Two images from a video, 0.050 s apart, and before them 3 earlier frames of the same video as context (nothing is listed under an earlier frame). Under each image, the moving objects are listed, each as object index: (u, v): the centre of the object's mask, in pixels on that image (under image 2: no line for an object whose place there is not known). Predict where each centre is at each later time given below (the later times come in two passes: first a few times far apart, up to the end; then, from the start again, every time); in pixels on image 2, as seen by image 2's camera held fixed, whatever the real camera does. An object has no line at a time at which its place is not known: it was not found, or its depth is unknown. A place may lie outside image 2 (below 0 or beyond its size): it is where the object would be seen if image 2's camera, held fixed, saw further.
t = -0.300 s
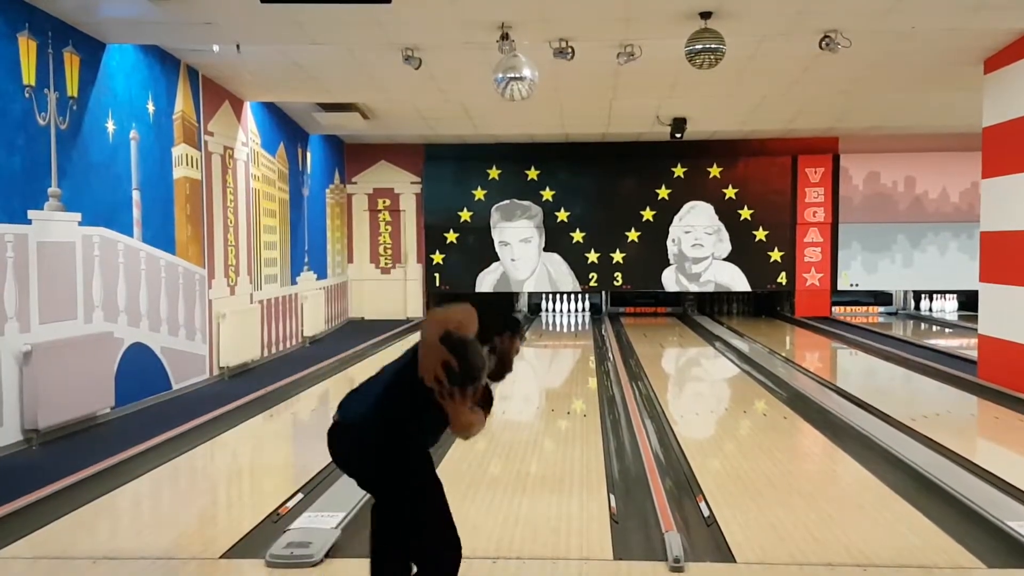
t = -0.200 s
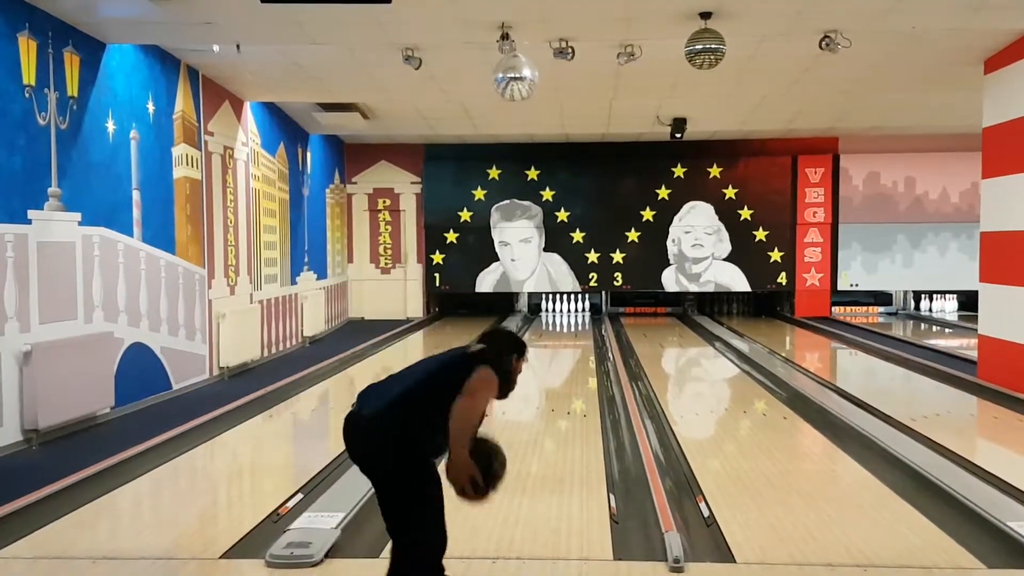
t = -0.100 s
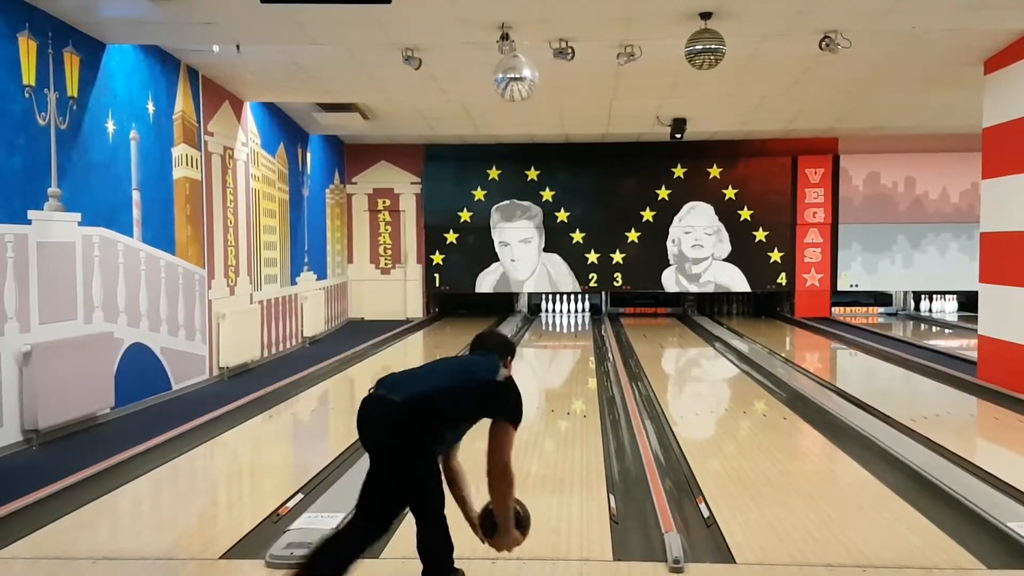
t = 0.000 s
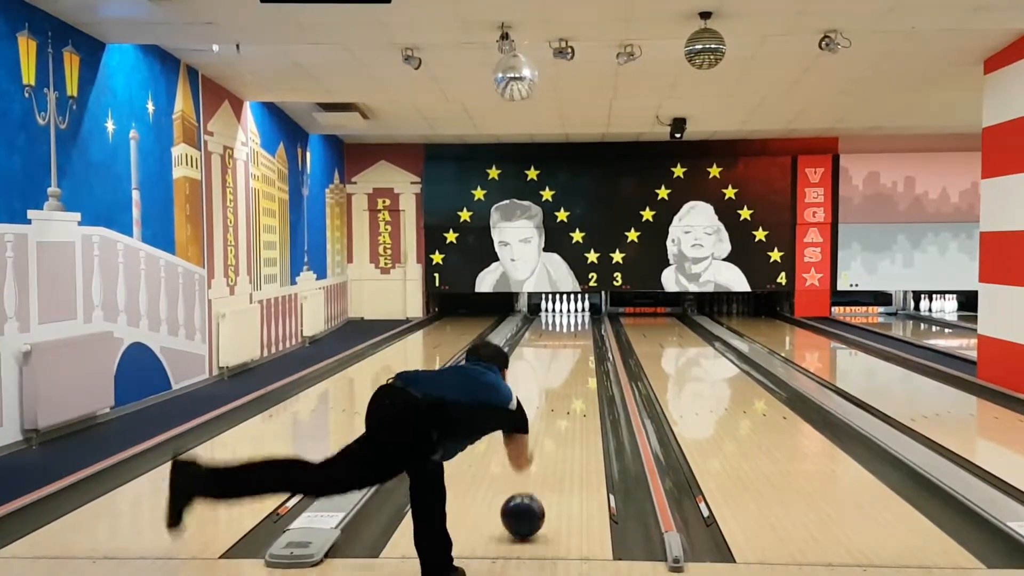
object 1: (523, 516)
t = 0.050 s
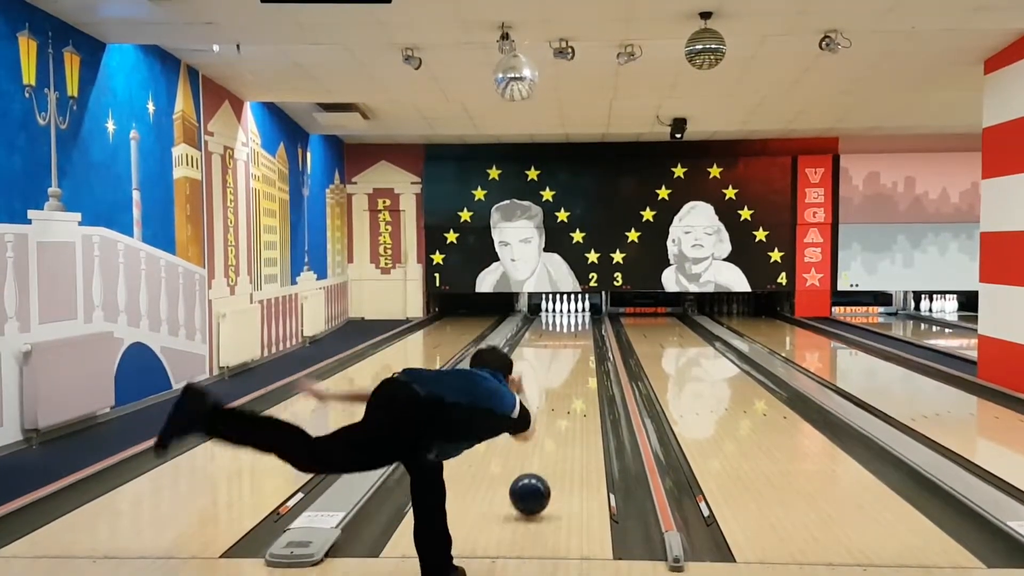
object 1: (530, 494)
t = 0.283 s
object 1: (552, 437)
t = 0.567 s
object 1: (568, 394)
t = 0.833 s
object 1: (576, 368)
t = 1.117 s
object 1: (581, 349)
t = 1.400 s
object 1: (581, 336)
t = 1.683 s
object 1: (579, 326)
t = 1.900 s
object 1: (577, 319)
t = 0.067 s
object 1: (532, 489)
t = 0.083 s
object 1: (534, 485)
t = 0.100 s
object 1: (536, 482)
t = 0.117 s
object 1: (537, 477)
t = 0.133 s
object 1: (539, 472)
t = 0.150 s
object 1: (541, 468)
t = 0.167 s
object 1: (543, 463)
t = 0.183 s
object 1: (544, 459)
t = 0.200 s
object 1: (546, 455)
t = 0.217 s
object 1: (547, 451)
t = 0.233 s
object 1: (548, 448)
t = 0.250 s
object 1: (550, 444)
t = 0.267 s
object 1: (551, 440)
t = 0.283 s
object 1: (552, 437)
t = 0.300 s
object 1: (554, 434)
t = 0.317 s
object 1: (555, 431)
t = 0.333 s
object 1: (556, 427)
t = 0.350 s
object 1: (553, 428)
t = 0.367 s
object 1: (551, 428)
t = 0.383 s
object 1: (567, 417)
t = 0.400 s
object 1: (564, 415)
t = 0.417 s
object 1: (563, 414)
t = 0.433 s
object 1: (562, 411)
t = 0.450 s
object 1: (562, 409)
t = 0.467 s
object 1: (563, 407)
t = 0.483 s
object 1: (564, 404)
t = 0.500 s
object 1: (565, 402)
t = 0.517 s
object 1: (566, 400)
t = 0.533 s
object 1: (566, 398)
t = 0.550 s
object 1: (567, 396)
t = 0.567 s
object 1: (568, 394)
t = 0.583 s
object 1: (568, 392)
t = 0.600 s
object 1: (569, 390)
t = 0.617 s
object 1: (570, 388)
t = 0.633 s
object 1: (571, 386)
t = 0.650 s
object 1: (571, 385)
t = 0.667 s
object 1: (572, 383)
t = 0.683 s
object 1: (572, 382)
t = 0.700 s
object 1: (573, 380)
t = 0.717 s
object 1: (573, 378)
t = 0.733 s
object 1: (574, 377)
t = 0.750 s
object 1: (574, 375)
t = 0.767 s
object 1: (575, 374)
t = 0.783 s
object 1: (575, 372)
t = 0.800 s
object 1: (575, 371)
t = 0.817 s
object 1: (576, 369)
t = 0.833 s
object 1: (576, 368)
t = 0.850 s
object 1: (577, 367)
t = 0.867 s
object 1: (577, 366)
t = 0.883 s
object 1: (577, 364)
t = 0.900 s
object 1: (578, 363)
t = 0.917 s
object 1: (578, 362)
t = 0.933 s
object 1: (578, 361)
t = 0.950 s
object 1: (579, 360)
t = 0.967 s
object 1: (579, 359)
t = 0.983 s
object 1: (579, 357)
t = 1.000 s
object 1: (579, 356)
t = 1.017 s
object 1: (579, 355)
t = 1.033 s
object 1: (580, 354)
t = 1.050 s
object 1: (580, 353)
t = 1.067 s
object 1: (580, 352)
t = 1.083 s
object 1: (580, 351)
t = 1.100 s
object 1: (580, 350)
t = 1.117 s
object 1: (581, 349)
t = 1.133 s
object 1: (581, 348)
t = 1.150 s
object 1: (581, 347)
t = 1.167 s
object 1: (581, 347)
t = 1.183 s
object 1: (581, 346)
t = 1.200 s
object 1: (581, 345)
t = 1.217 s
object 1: (581, 344)
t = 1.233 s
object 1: (581, 343)
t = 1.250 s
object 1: (581, 342)
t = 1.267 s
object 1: (581, 341)
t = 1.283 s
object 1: (581, 341)
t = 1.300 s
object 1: (581, 340)
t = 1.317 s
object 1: (581, 339)
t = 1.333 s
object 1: (581, 339)
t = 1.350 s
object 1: (581, 338)
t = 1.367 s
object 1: (581, 337)
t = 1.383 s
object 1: (581, 336)
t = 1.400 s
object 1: (581, 336)
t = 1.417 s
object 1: (581, 335)
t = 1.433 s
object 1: (581, 334)
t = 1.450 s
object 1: (581, 333)
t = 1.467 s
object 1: (581, 333)
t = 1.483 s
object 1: (581, 332)
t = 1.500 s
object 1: (581, 332)
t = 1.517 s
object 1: (581, 331)
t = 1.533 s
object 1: (581, 330)
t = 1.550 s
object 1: (580, 330)
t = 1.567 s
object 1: (580, 329)
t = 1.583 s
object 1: (580, 329)
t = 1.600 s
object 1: (580, 328)
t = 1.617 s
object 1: (580, 328)
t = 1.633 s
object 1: (580, 327)
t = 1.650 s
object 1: (580, 327)
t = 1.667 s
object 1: (580, 326)
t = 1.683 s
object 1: (579, 326)
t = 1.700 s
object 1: (579, 325)
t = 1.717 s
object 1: (579, 324)
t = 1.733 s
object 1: (579, 324)
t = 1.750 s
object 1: (579, 323)
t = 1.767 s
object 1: (579, 323)
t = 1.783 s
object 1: (578, 323)
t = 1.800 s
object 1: (578, 322)
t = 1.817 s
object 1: (578, 322)
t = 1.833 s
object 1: (578, 321)
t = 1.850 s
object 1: (578, 321)
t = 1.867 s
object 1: (577, 320)
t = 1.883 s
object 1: (577, 320)
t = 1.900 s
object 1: (577, 319)
